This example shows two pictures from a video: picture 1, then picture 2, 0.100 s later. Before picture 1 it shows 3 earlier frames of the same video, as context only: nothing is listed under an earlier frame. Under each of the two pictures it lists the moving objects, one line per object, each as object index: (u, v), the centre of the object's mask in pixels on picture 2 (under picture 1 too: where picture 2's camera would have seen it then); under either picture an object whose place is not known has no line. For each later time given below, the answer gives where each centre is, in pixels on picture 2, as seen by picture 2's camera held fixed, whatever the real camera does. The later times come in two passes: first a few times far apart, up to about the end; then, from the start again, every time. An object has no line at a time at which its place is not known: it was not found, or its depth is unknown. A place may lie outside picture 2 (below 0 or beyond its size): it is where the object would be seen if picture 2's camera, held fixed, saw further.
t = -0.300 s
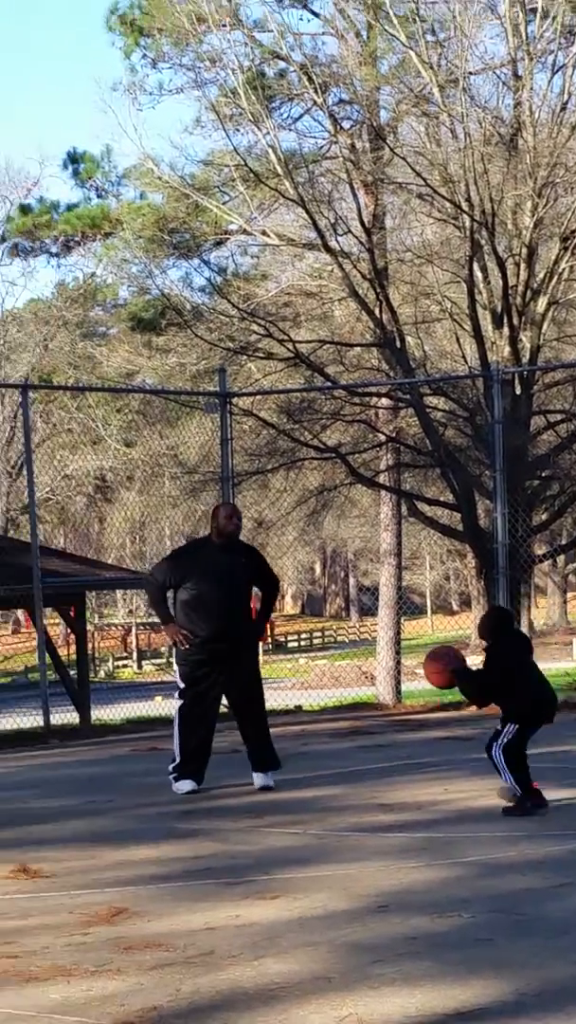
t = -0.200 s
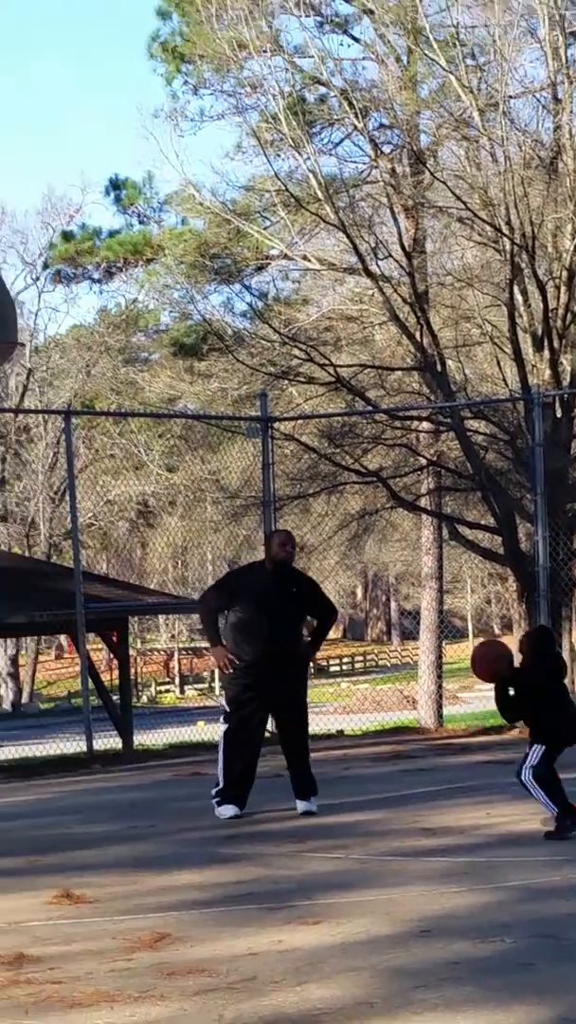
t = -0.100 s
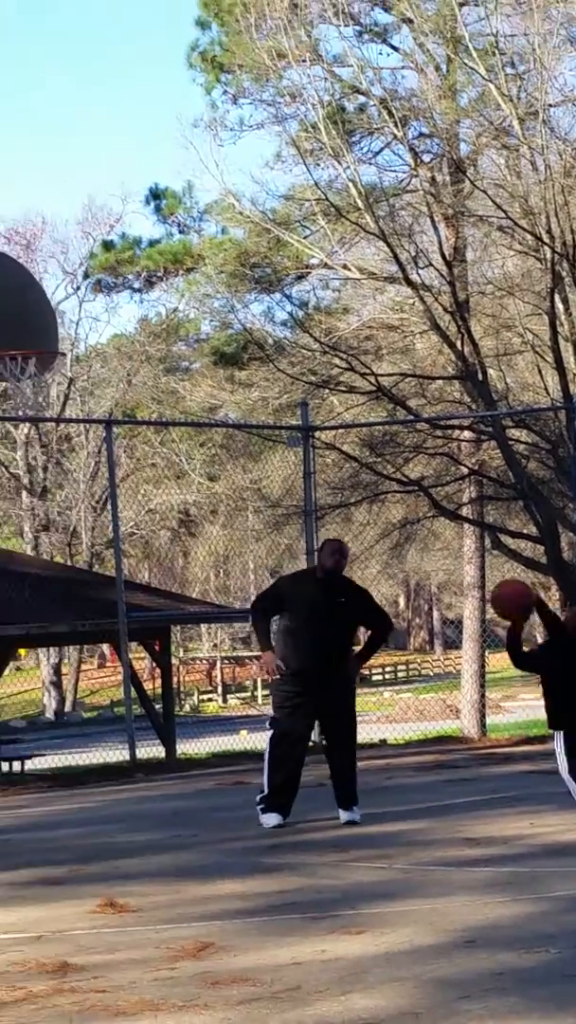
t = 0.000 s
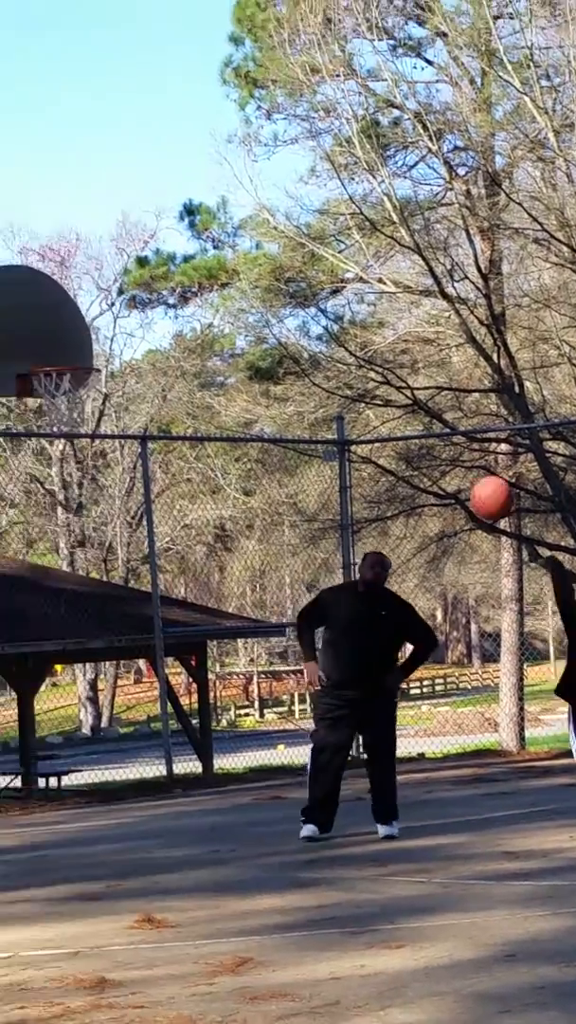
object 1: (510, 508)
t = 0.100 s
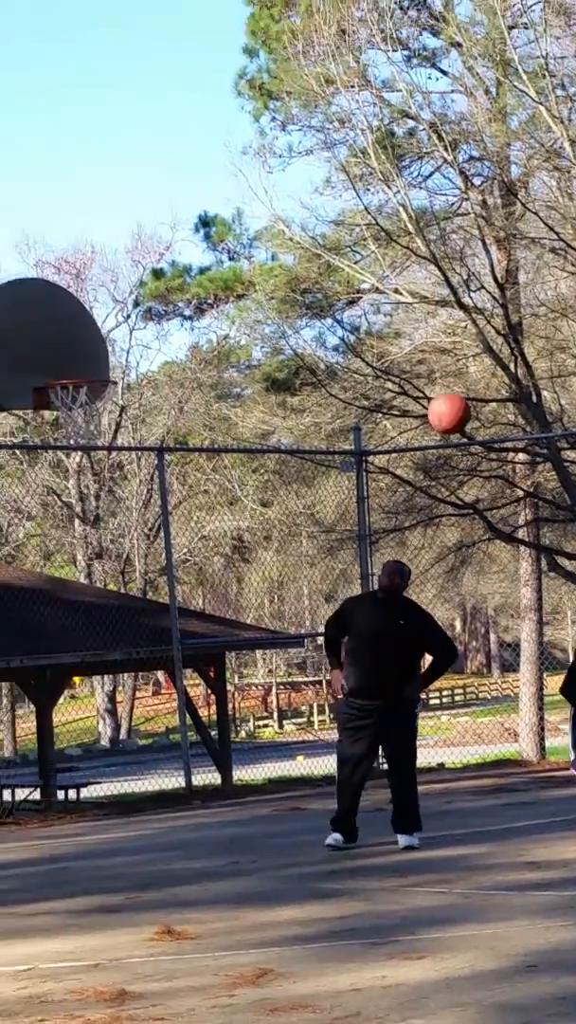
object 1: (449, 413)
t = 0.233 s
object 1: (375, 319)
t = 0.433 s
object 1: (276, 243)
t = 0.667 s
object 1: (175, 242)
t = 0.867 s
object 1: (101, 307)
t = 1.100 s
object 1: (62, 362)
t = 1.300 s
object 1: (123, 363)
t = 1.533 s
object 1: (203, 432)
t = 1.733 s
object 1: (273, 550)
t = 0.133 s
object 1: (430, 386)
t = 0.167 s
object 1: (411, 362)
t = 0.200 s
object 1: (393, 339)
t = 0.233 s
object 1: (375, 319)
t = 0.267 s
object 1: (357, 302)
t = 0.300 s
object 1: (341, 287)
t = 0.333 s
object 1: (323, 272)
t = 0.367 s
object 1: (307, 261)
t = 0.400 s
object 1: (291, 251)
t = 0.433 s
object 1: (276, 243)
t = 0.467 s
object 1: (261, 237)
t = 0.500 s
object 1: (245, 234)
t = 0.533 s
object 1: (231, 233)
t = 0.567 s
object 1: (218, 232)
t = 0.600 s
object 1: (203, 233)
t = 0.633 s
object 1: (188, 237)
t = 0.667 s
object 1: (175, 242)
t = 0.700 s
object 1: (162, 249)
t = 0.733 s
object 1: (150, 257)
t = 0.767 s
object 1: (137, 267)
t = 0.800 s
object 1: (125, 279)
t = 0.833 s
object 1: (112, 292)
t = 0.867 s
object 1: (101, 307)
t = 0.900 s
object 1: (90, 324)
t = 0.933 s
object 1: (76, 342)
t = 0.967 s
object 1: (64, 360)
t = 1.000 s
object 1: (61, 365)
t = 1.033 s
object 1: (62, 365)
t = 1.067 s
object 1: (61, 364)
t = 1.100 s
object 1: (62, 362)
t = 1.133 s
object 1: (67, 362)
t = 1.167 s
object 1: (77, 360)
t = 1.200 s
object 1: (88, 360)
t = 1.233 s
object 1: (101, 358)
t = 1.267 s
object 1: (112, 360)
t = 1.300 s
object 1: (123, 363)
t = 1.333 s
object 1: (135, 369)
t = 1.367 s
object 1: (146, 376)
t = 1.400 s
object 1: (158, 384)
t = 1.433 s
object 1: (169, 394)
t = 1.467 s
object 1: (181, 405)
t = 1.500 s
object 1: (192, 418)
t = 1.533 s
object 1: (203, 432)
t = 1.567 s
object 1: (216, 448)
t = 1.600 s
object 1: (227, 466)
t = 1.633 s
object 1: (238, 484)
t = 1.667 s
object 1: (249, 505)
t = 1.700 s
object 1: (261, 526)
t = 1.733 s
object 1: (273, 550)
